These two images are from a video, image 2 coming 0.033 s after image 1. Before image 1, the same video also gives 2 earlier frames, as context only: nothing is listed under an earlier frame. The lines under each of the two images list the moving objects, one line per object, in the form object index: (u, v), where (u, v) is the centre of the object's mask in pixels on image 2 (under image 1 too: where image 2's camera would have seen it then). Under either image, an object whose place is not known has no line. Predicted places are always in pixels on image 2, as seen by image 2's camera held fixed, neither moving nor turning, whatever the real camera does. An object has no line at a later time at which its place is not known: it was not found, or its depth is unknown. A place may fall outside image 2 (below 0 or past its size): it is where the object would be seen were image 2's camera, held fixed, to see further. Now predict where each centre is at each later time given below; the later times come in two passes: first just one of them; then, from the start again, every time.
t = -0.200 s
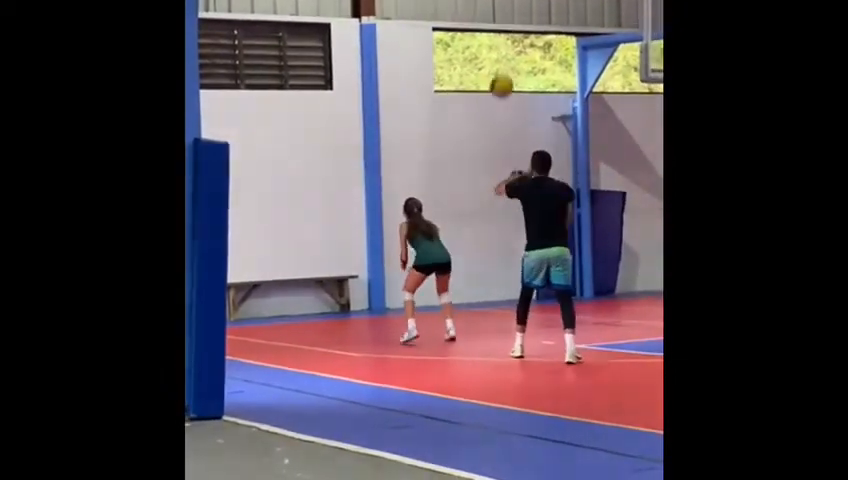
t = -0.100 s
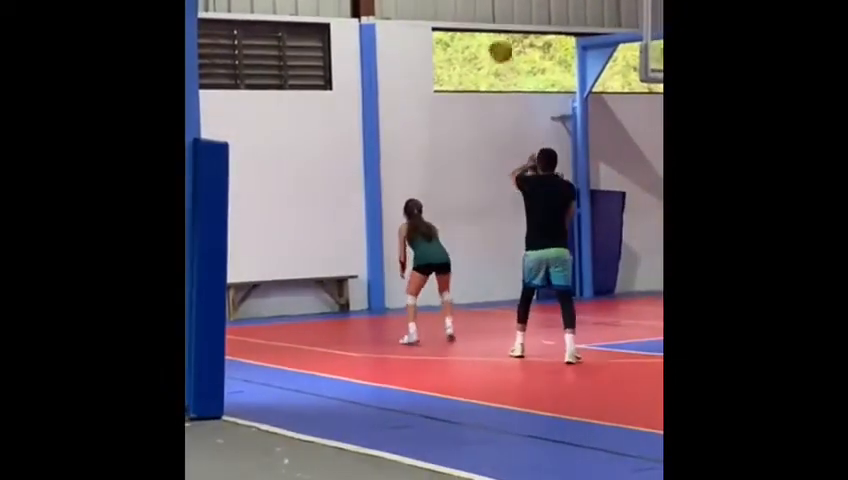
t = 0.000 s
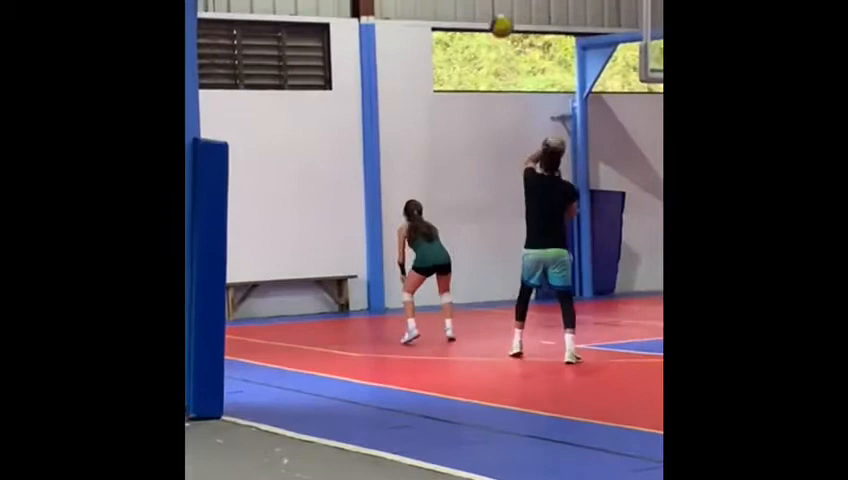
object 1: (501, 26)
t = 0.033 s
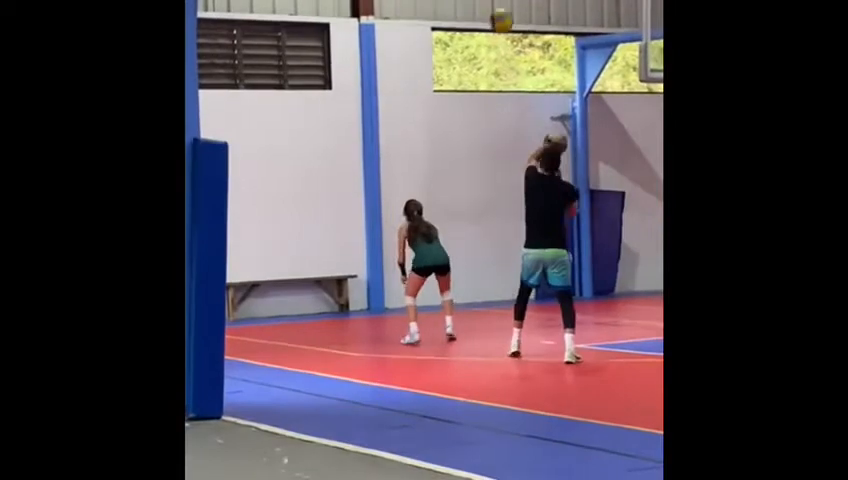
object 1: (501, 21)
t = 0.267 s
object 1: (504, 16)
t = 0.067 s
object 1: (501, 17)
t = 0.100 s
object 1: (501, 13)
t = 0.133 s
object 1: (501, 11)
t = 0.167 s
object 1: (502, 12)
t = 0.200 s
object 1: (502, 11)
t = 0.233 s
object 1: (503, 13)
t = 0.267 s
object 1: (504, 16)
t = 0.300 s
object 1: (503, 21)
